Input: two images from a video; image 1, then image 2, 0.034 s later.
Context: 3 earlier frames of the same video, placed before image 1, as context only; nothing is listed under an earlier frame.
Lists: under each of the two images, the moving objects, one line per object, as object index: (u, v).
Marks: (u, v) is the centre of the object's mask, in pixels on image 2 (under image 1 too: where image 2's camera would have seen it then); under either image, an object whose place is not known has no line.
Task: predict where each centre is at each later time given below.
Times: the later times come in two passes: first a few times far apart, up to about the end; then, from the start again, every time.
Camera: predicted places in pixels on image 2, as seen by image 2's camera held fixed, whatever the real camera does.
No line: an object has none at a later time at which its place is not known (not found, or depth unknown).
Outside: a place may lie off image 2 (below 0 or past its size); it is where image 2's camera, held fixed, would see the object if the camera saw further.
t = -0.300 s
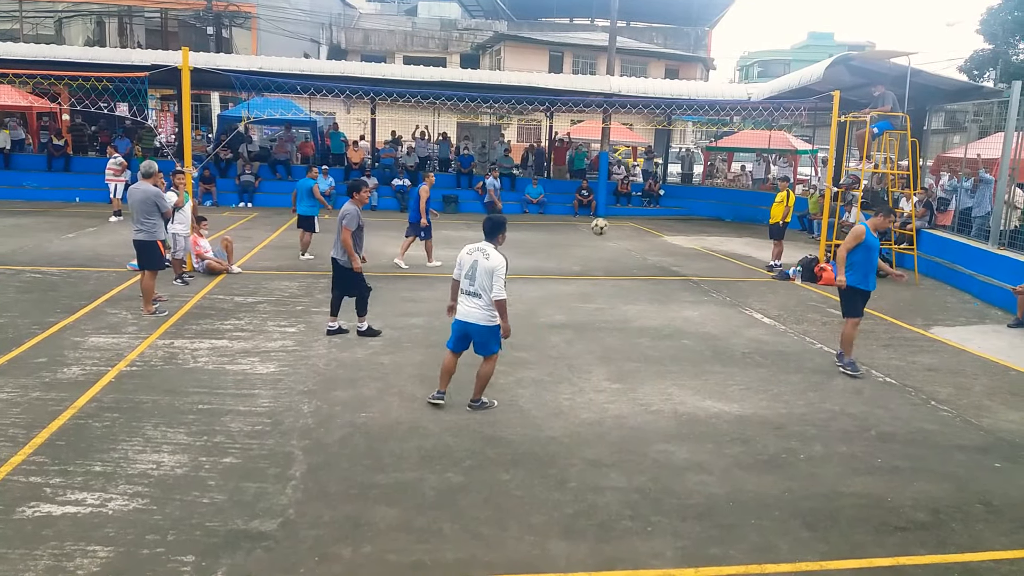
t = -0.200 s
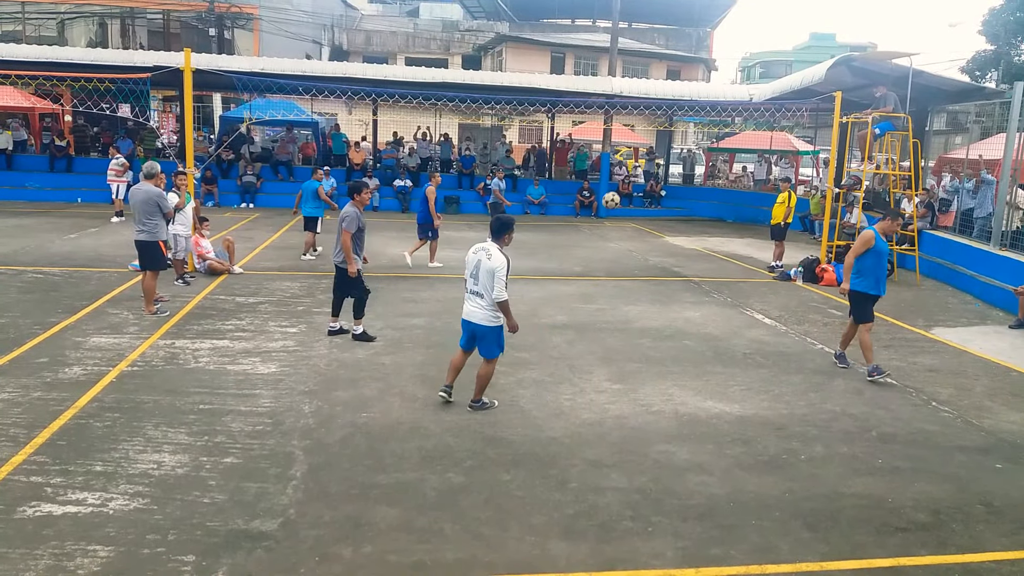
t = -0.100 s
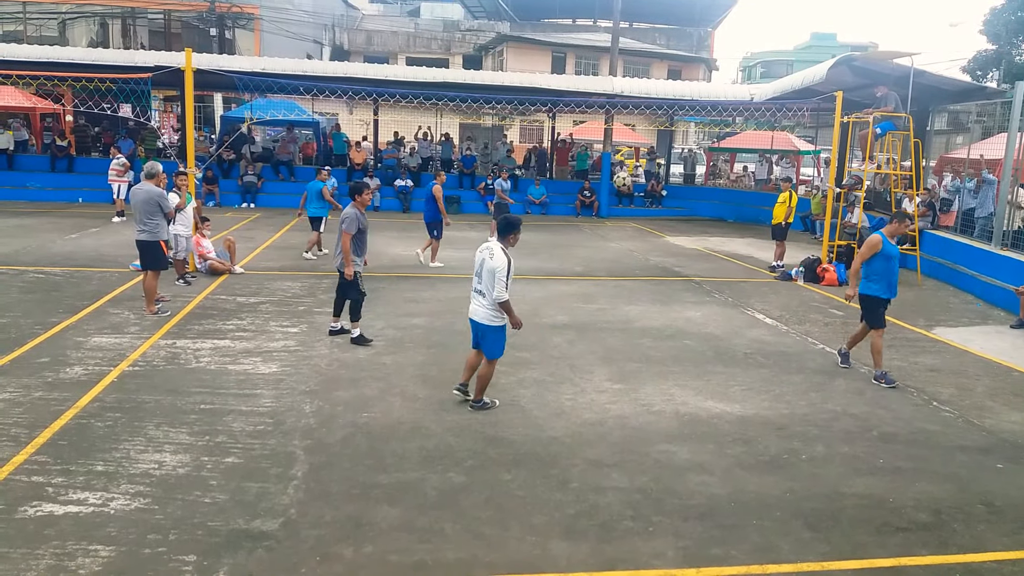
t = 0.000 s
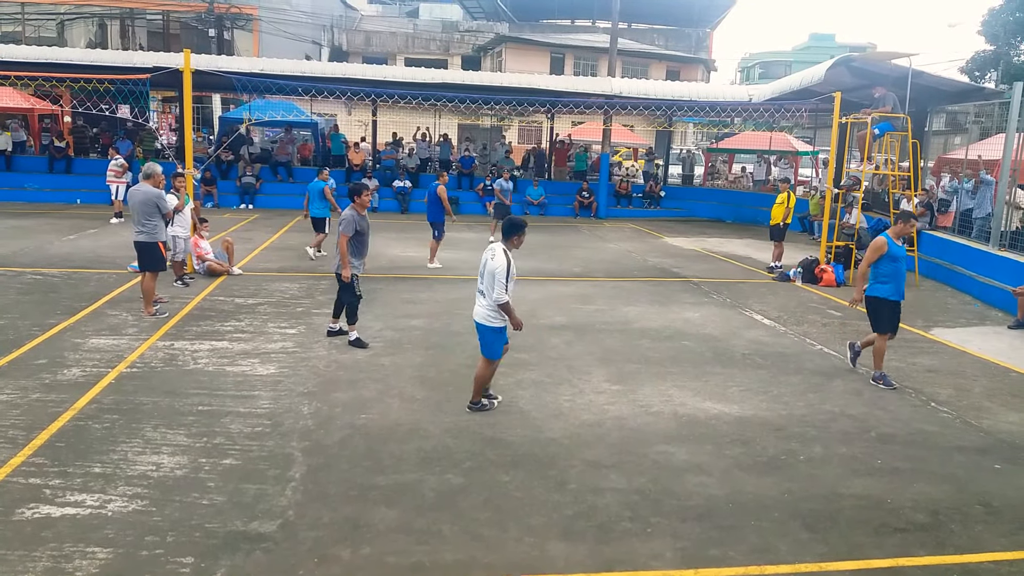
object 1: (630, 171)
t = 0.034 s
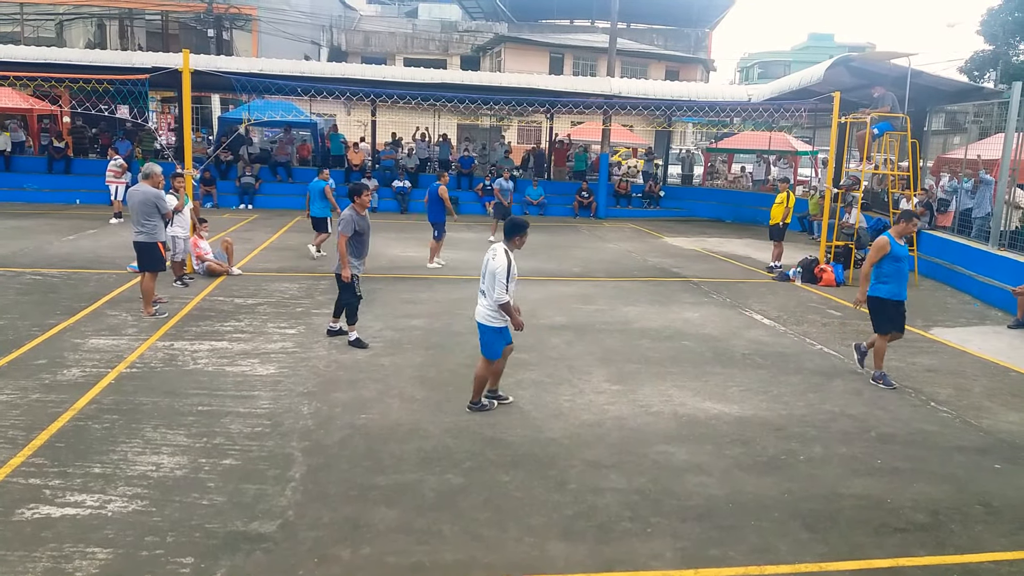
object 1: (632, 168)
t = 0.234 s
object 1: (651, 172)
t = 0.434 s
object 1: (667, 210)
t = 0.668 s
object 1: (682, 298)
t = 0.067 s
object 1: (636, 167)
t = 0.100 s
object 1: (639, 166)
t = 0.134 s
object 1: (641, 165)
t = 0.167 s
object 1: (645, 167)
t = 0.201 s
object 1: (648, 168)
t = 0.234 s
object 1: (651, 172)
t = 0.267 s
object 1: (653, 175)
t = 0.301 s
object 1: (657, 181)
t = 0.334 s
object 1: (659, 187)
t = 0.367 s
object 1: (662, 194)
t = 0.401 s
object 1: (665, 201)
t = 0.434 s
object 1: (667, 210)
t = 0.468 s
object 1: (669, 220)
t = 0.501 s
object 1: (672, 231)
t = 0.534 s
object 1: (674, 243)
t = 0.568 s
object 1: (676, 255)
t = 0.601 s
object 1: (678, 268)
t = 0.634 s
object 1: (680, 283)
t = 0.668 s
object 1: (682, 298)
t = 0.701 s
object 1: (684, 314)
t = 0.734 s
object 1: (686, 326)
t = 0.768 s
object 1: (691, 314)
